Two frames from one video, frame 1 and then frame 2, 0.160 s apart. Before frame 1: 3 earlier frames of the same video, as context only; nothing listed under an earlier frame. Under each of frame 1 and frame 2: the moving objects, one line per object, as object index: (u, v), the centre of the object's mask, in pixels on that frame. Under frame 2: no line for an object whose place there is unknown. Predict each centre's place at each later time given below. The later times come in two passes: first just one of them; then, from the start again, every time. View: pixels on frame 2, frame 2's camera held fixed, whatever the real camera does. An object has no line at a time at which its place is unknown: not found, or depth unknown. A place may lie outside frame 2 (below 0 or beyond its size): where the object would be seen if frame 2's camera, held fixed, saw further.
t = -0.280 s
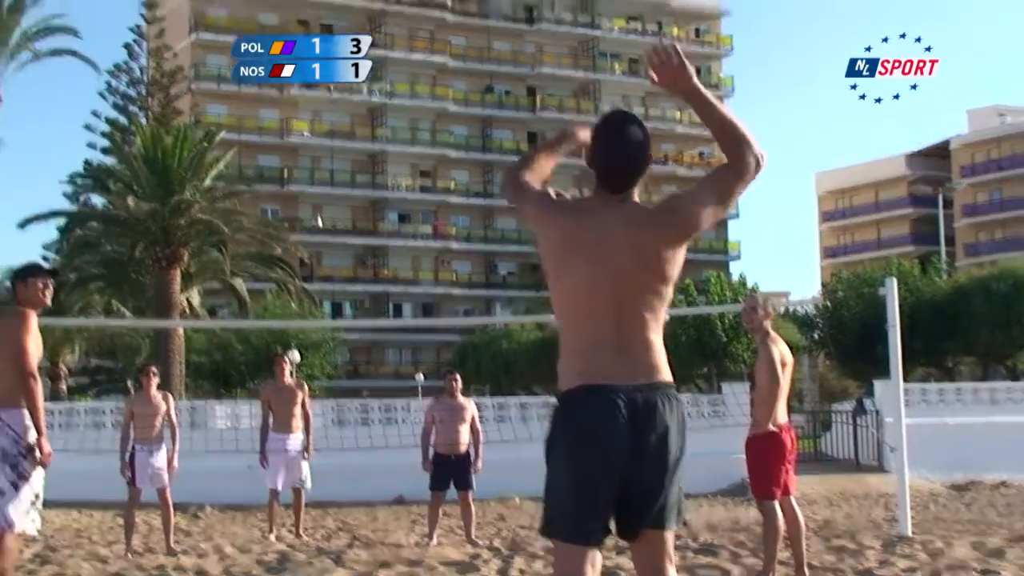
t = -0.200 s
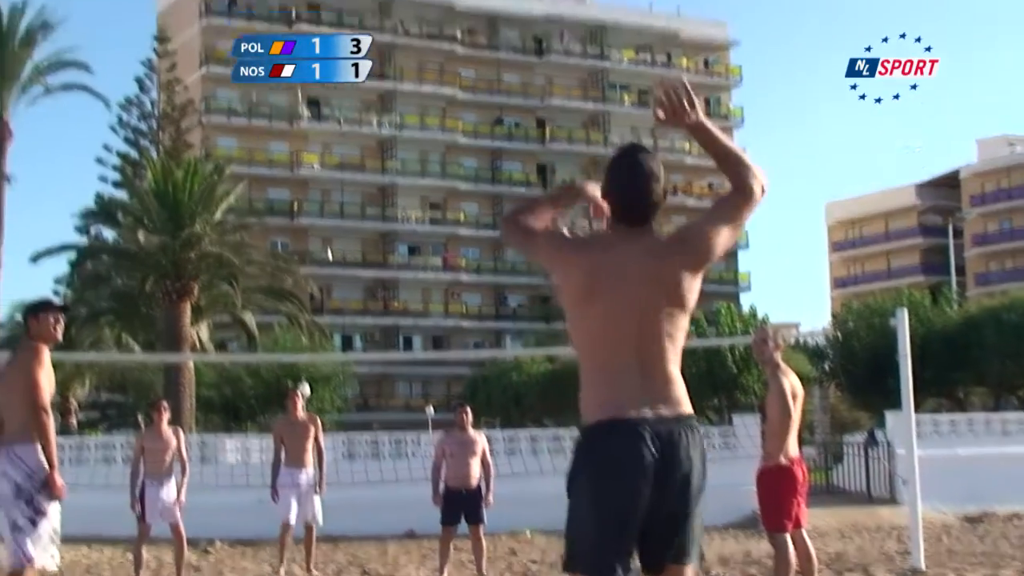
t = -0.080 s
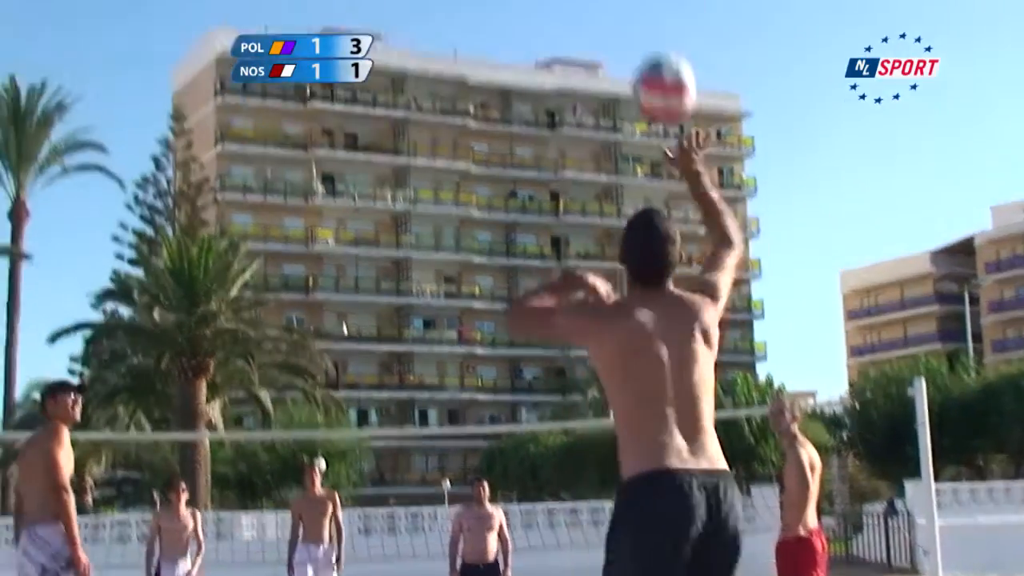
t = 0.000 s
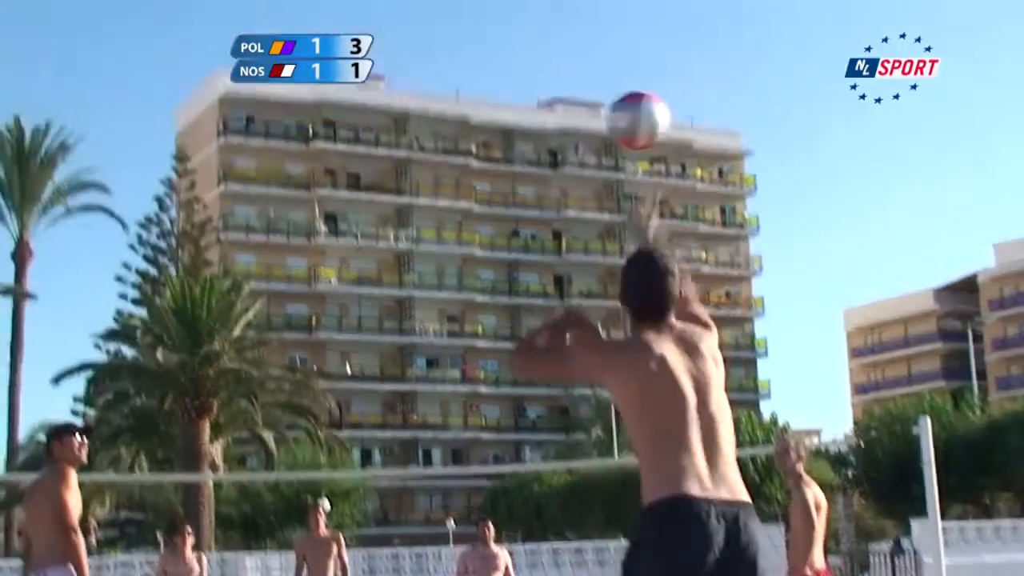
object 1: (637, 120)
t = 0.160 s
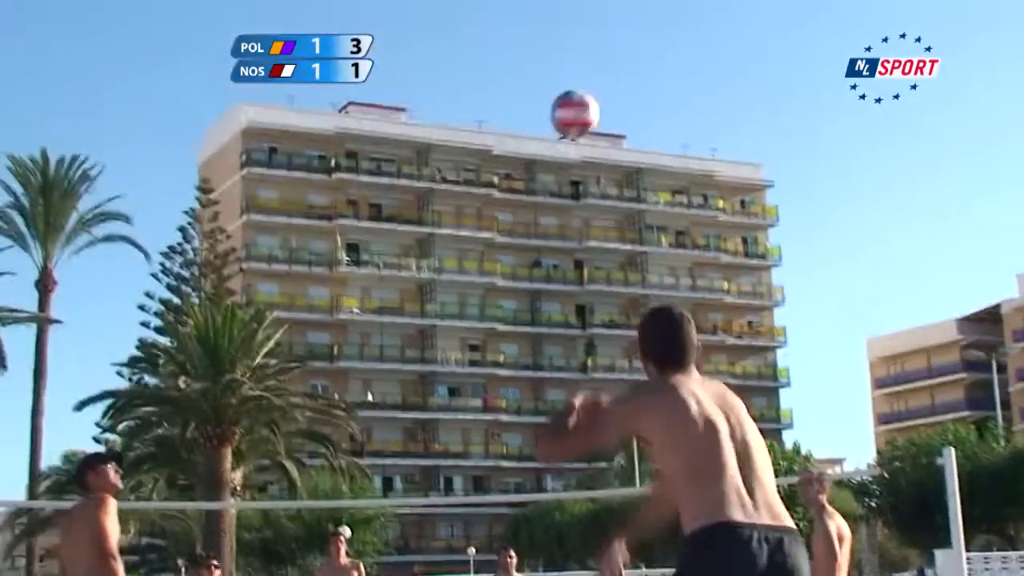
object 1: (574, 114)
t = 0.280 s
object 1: (537, 122)
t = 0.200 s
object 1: (559, 121)
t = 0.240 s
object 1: (547, 127)
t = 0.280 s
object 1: (537, 122)
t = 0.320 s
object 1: (521, 127)
